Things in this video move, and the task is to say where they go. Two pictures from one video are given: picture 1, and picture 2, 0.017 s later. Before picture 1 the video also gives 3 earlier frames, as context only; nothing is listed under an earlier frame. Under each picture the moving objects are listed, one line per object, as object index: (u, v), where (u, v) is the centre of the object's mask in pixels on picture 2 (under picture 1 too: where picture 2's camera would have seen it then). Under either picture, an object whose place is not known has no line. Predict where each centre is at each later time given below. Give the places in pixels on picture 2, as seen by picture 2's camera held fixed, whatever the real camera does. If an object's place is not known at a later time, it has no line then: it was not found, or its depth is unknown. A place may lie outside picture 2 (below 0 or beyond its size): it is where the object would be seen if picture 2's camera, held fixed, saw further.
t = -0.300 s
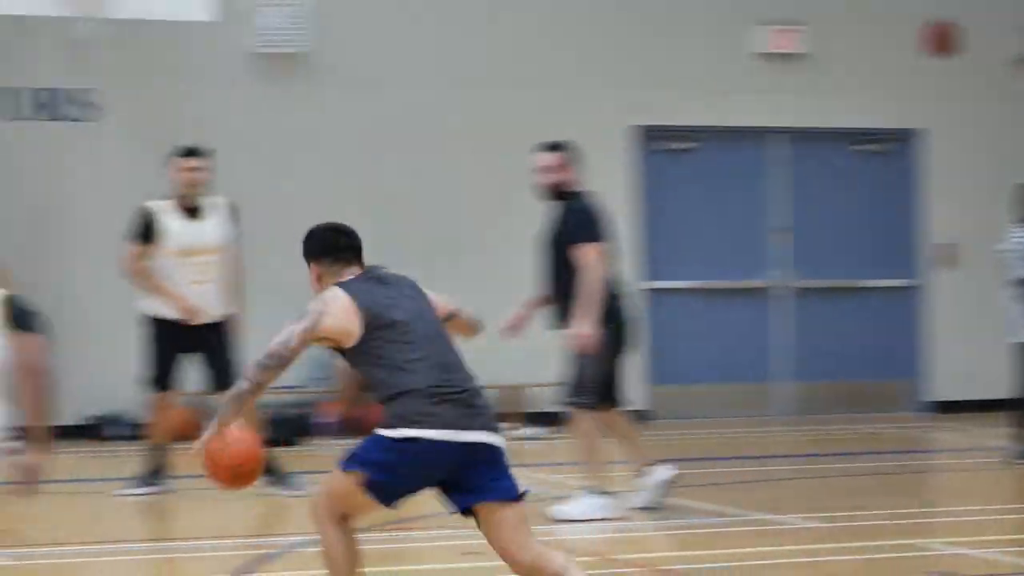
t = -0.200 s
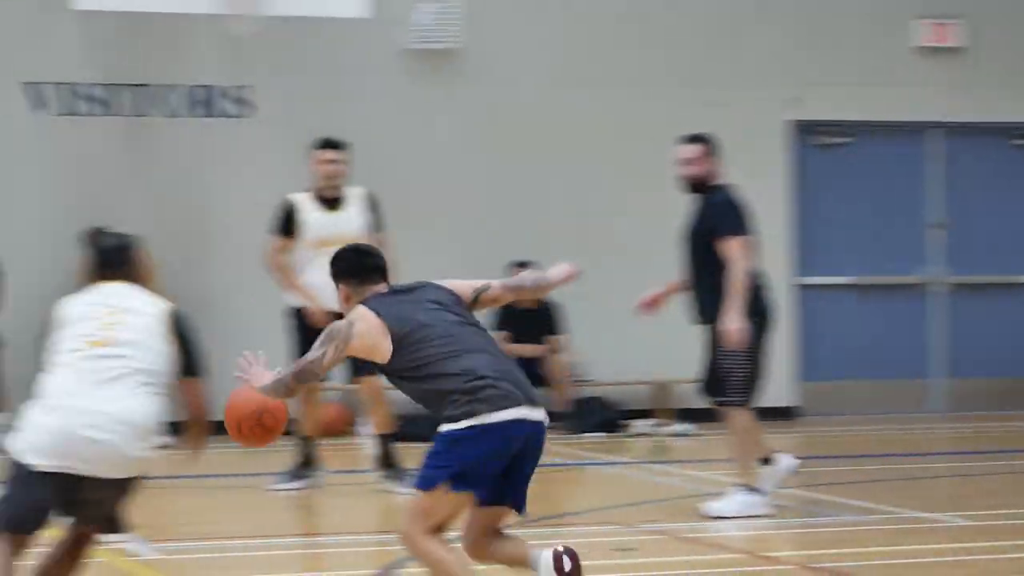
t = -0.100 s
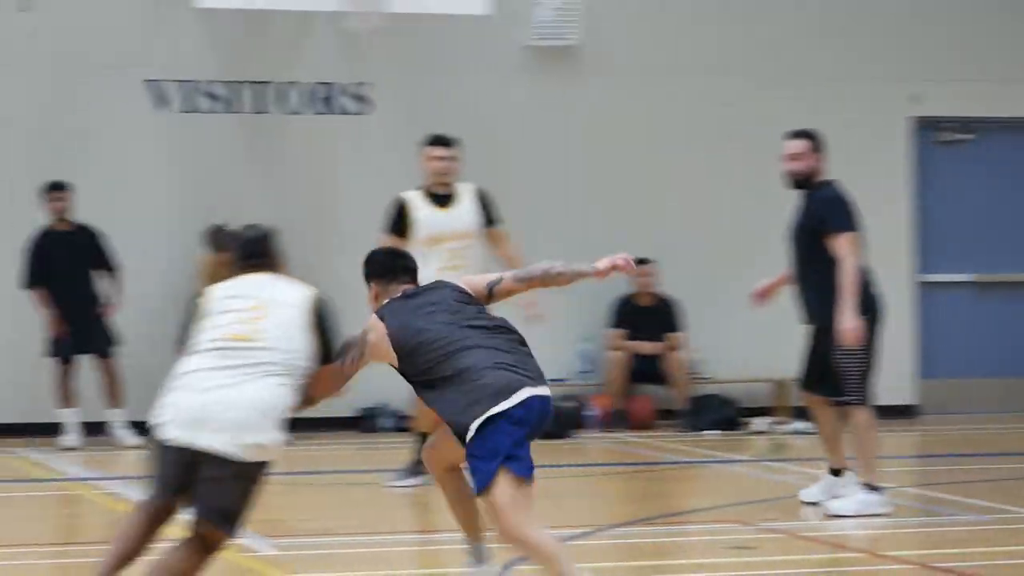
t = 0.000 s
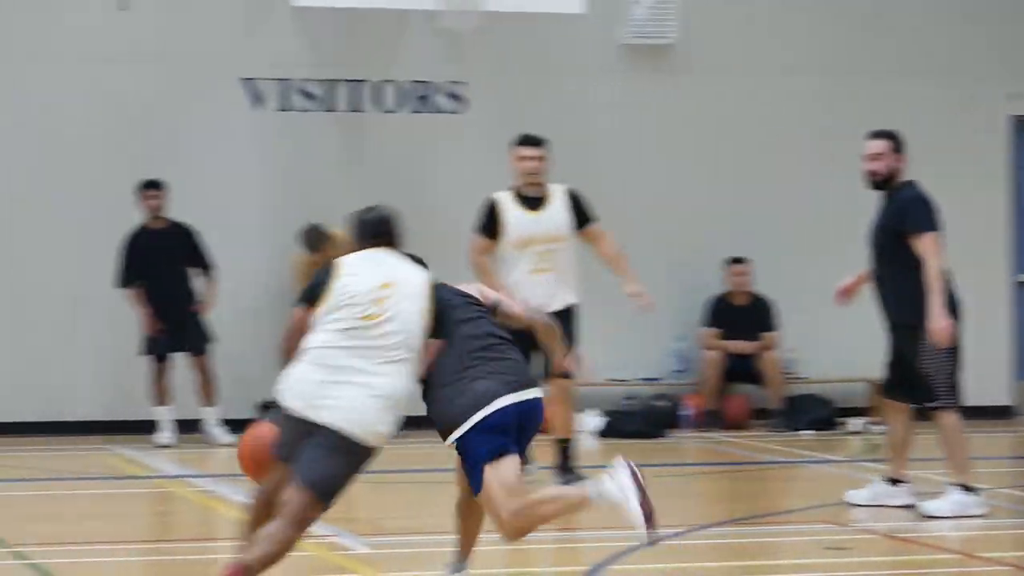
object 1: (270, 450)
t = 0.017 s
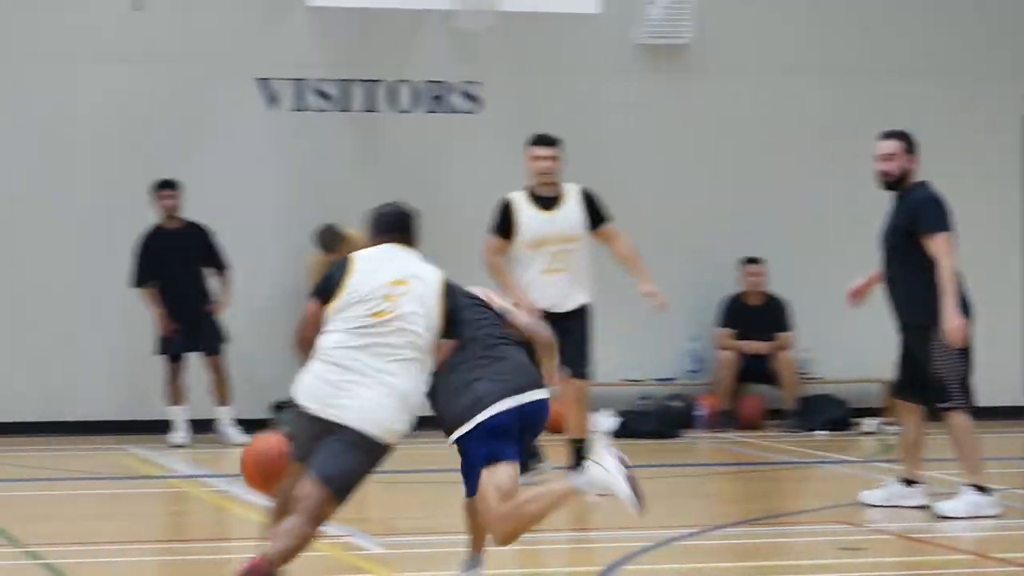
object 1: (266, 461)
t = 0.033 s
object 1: (261, 473)
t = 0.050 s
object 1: (250, 484)
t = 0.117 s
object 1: (202, 537)
